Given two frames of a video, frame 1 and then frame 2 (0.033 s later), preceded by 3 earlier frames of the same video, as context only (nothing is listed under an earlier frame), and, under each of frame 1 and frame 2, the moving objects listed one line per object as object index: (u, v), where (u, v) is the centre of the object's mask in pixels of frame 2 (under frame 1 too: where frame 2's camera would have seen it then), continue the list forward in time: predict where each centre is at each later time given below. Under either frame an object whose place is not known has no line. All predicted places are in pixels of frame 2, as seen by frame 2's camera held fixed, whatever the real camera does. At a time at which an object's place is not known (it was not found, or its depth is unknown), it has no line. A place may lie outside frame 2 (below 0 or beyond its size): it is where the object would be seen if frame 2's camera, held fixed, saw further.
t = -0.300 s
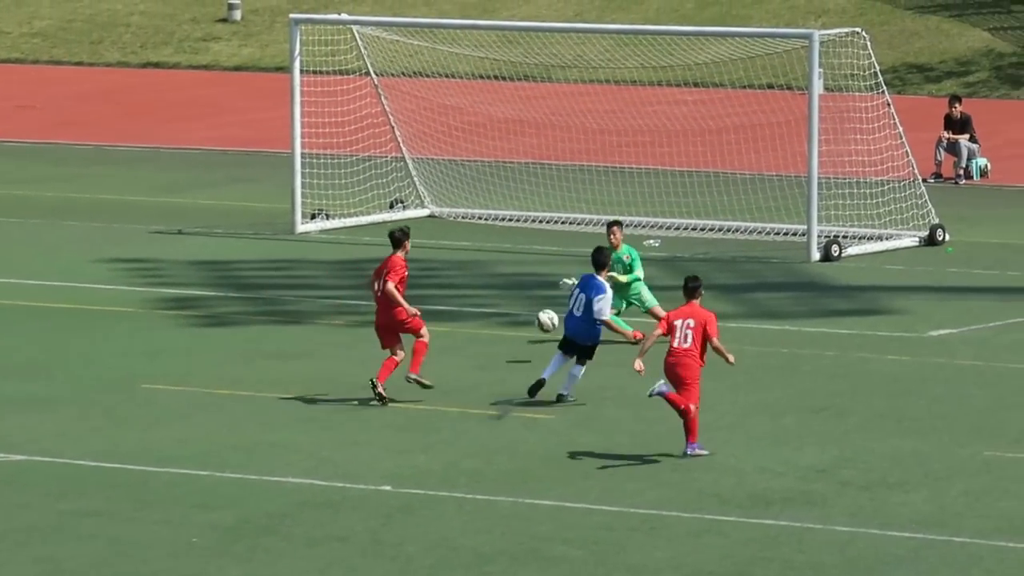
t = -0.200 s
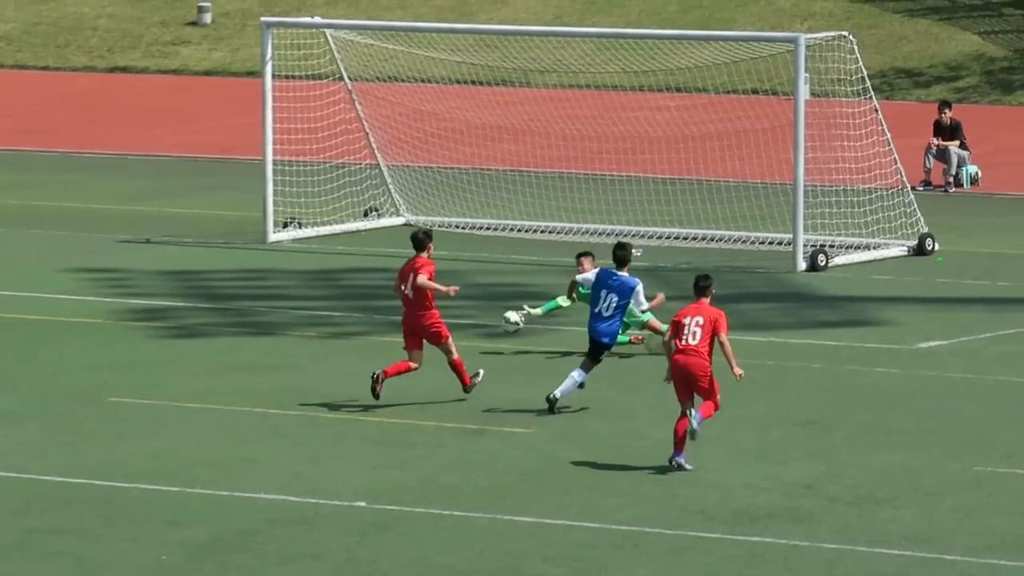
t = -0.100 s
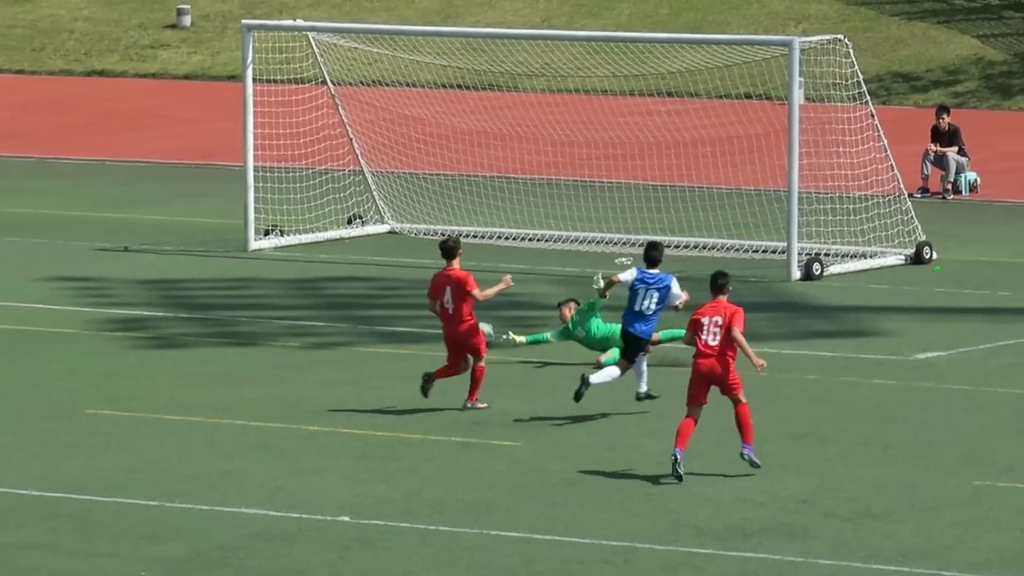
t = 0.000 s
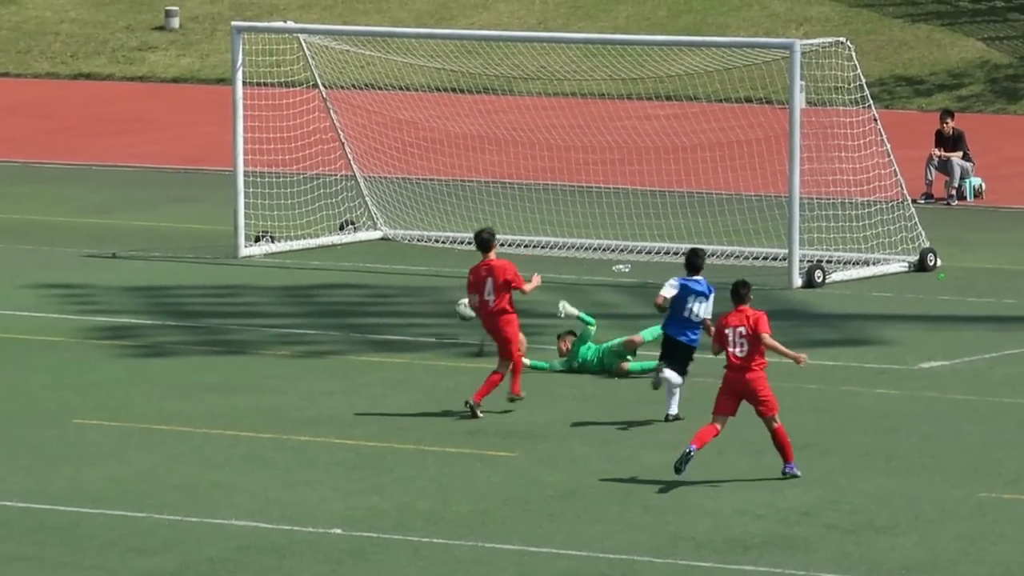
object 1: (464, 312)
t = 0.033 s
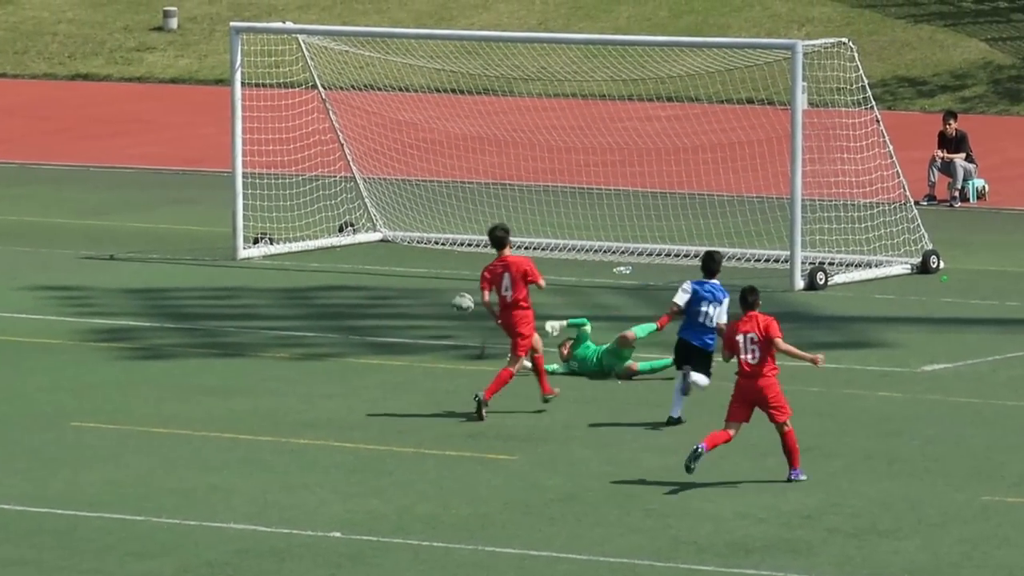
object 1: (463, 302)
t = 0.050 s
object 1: (461, 300)
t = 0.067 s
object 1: (459, 298)
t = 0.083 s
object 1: (457, 297)
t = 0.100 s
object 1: (457, 294)
